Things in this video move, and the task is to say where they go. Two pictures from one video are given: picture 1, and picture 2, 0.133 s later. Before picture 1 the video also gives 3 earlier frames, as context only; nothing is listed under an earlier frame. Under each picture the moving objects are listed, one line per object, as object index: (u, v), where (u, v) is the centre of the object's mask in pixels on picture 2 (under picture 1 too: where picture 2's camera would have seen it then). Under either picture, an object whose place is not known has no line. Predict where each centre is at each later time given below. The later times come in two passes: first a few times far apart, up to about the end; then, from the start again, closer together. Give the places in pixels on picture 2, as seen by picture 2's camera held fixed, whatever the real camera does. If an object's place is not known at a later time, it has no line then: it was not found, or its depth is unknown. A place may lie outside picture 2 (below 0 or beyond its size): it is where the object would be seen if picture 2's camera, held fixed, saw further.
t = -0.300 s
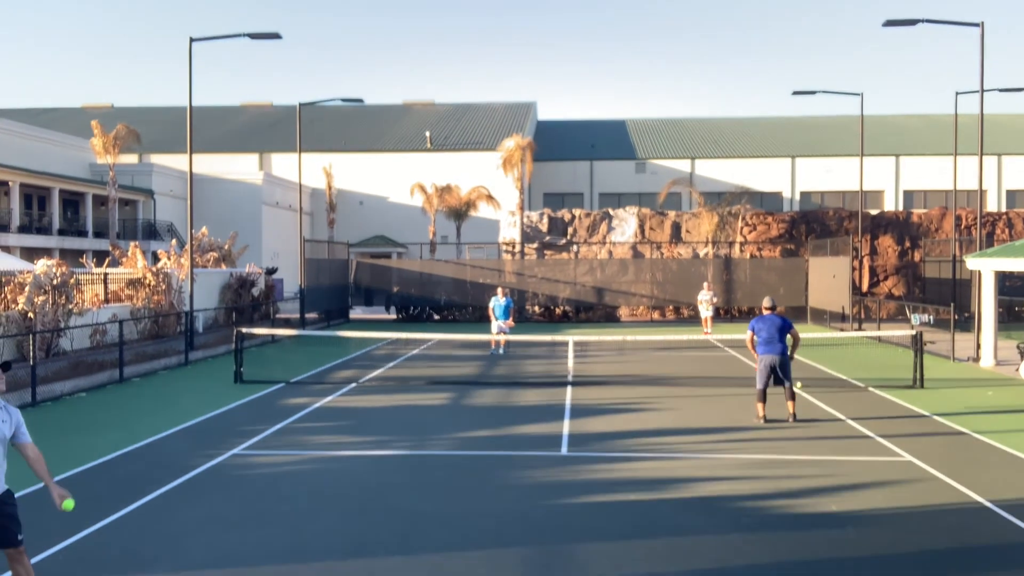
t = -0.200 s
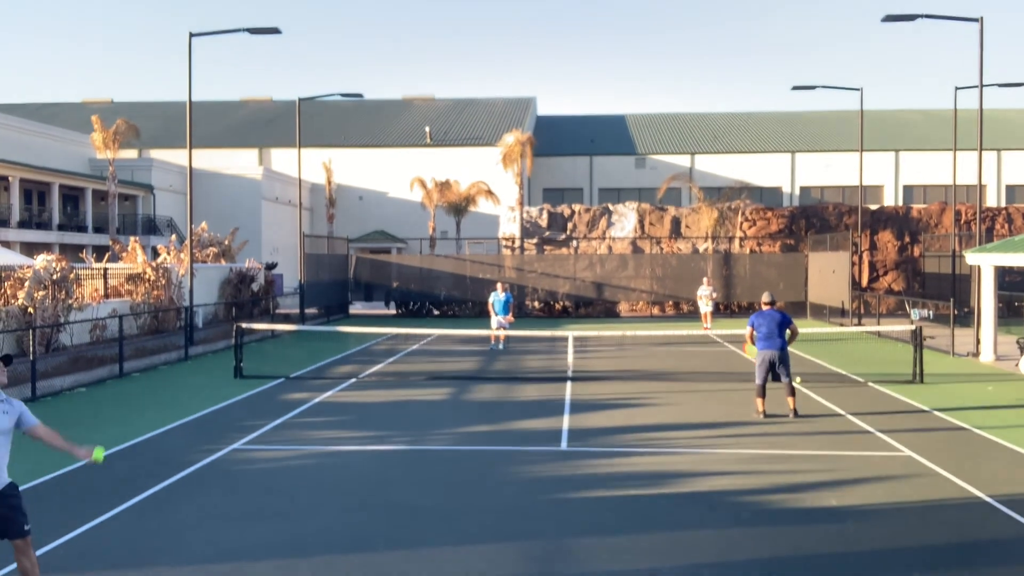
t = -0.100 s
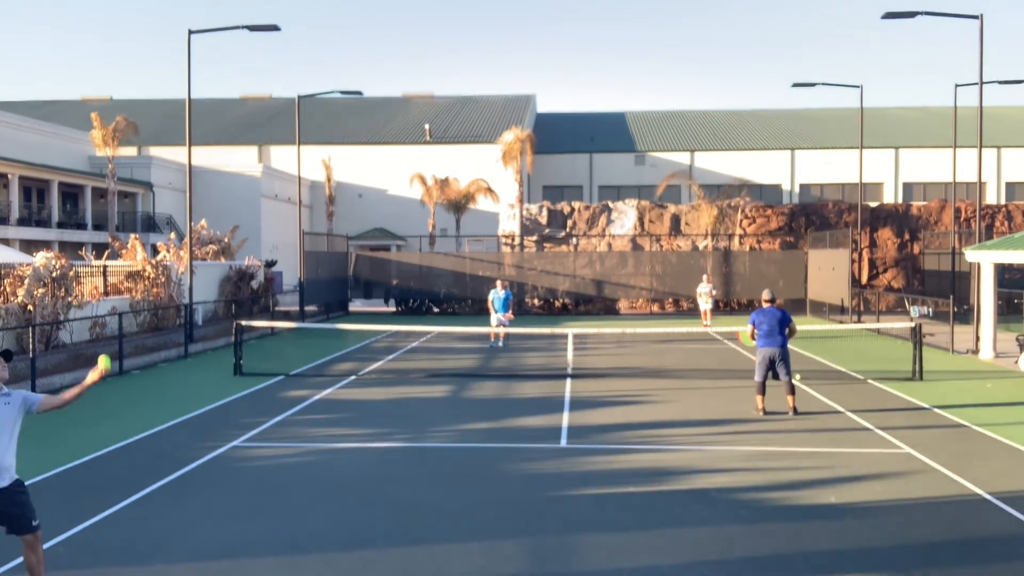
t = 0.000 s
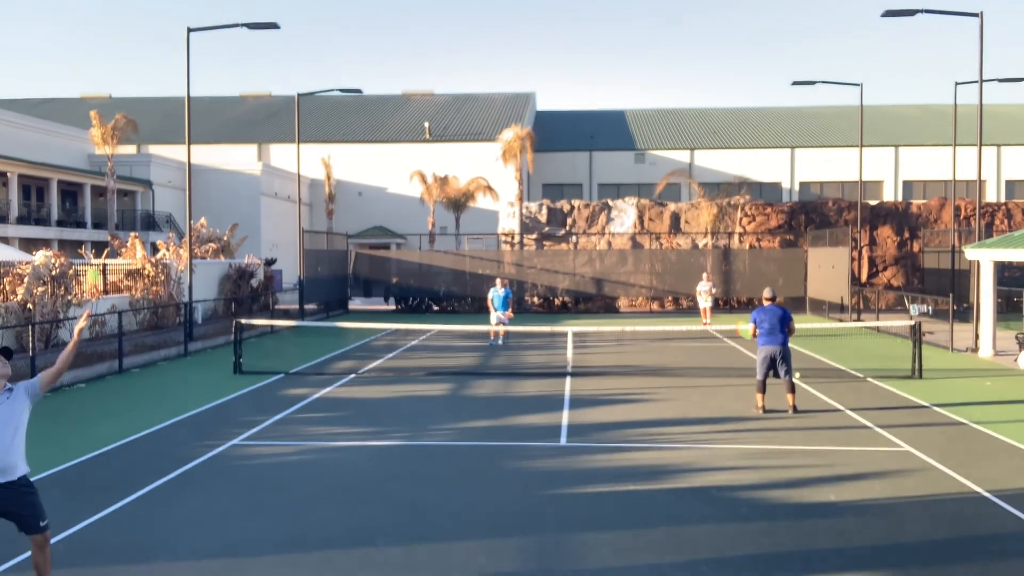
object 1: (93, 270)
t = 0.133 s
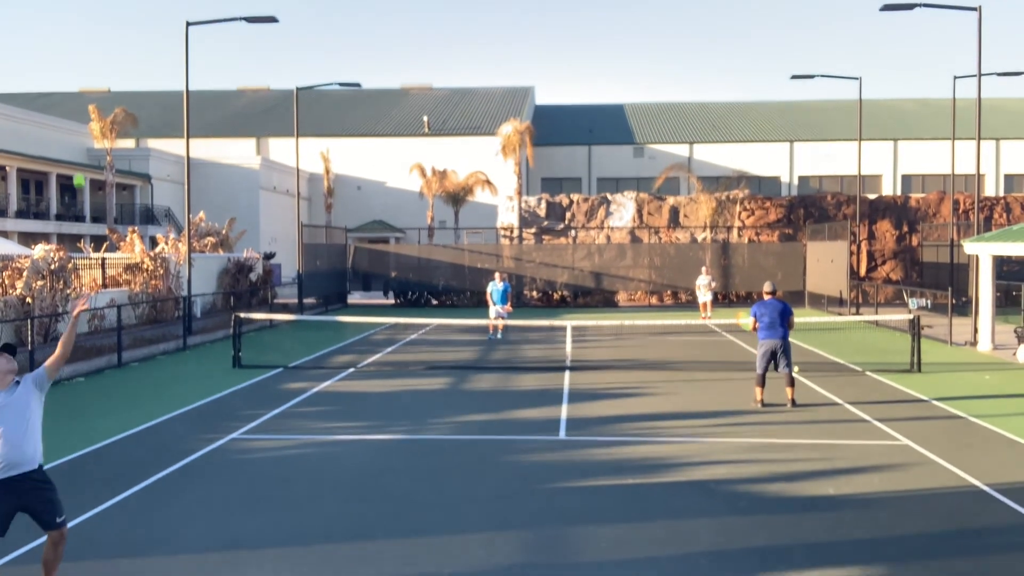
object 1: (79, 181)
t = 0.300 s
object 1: (62, 112)
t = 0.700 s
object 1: (31, 123)
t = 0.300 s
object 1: (62, 112)
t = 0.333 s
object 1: (59, 104)
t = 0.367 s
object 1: (56, 97)
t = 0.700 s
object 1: (31, 123)
